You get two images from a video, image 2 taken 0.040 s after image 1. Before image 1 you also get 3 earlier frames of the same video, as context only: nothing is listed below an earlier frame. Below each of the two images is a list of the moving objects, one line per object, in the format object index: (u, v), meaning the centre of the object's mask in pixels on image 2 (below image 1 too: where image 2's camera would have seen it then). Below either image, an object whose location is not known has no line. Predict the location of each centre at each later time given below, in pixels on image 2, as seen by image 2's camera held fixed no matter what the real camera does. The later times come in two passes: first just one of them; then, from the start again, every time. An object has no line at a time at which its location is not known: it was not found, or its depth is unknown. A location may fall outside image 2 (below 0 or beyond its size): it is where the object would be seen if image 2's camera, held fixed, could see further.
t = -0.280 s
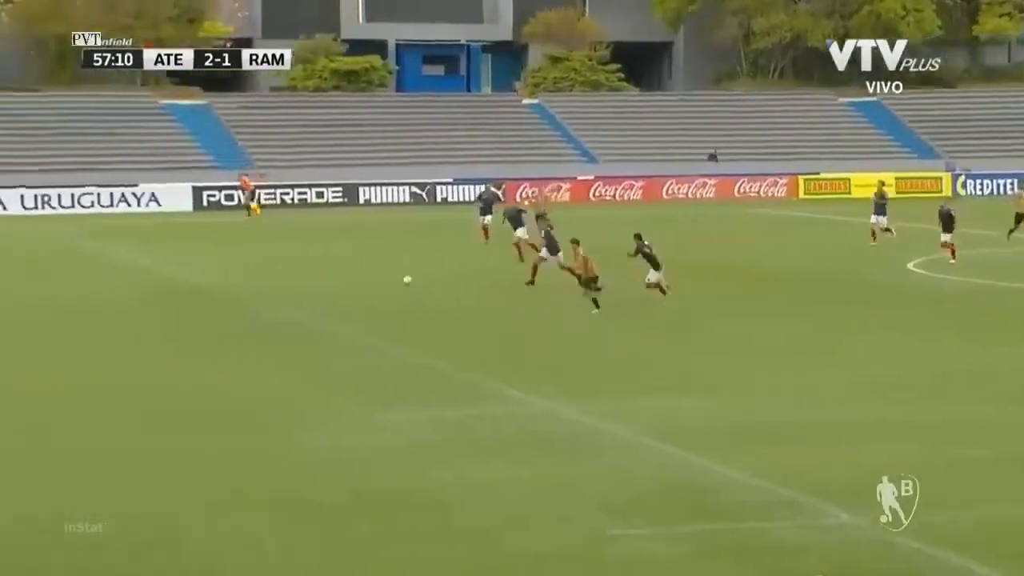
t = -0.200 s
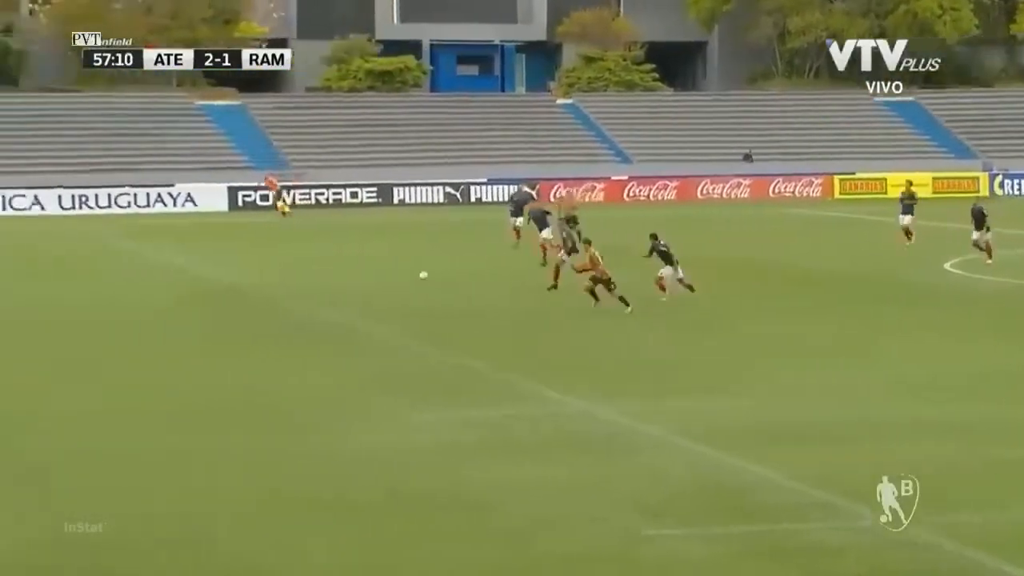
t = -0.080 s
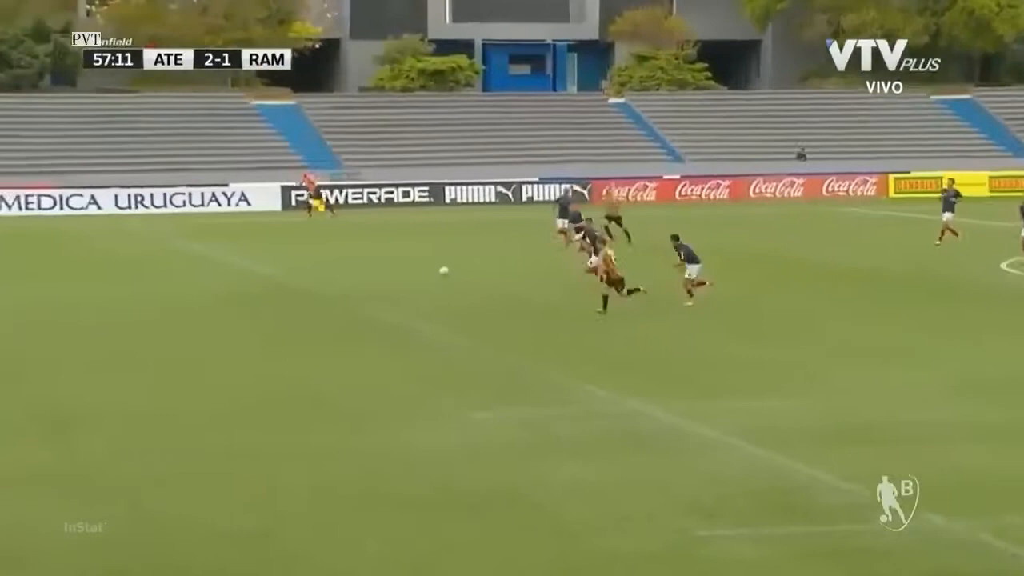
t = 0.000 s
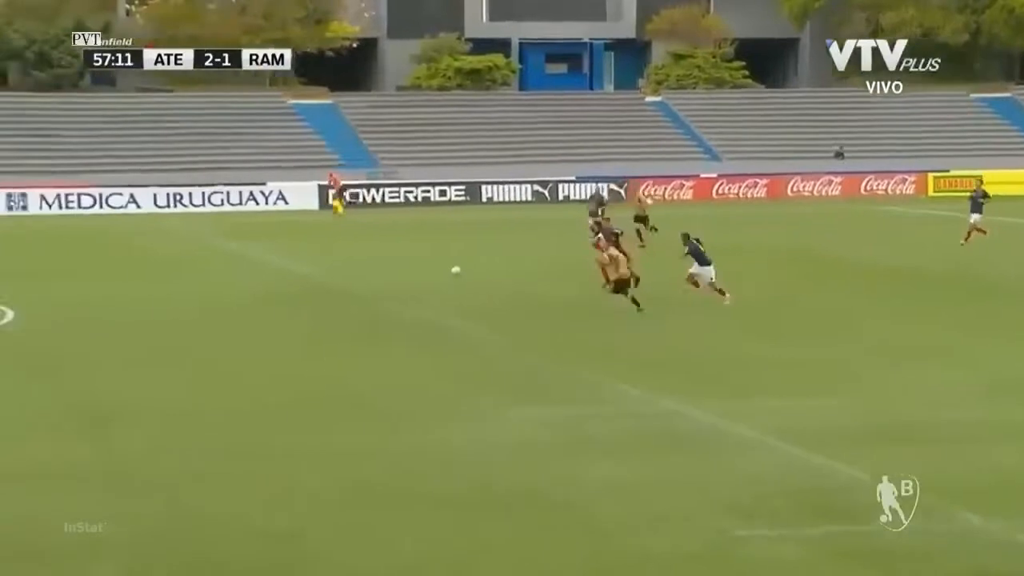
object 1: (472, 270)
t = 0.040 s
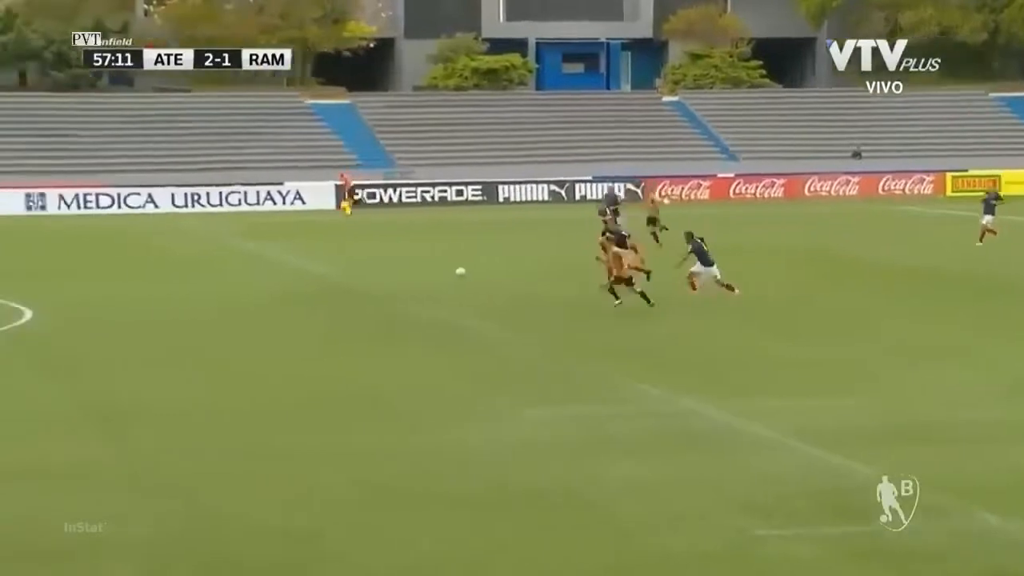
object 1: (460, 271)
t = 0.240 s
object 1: (412, 288)
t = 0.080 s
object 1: (453, 272)
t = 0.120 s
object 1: (442, 276)
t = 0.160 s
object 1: (429, 280)
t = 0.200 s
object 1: (423, 282)
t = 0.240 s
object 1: (412, 288)
